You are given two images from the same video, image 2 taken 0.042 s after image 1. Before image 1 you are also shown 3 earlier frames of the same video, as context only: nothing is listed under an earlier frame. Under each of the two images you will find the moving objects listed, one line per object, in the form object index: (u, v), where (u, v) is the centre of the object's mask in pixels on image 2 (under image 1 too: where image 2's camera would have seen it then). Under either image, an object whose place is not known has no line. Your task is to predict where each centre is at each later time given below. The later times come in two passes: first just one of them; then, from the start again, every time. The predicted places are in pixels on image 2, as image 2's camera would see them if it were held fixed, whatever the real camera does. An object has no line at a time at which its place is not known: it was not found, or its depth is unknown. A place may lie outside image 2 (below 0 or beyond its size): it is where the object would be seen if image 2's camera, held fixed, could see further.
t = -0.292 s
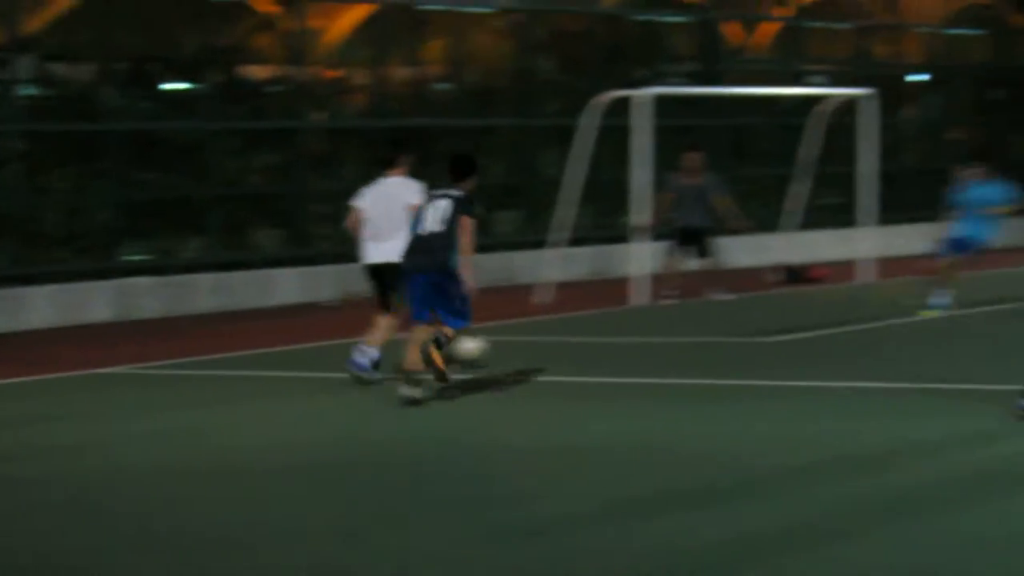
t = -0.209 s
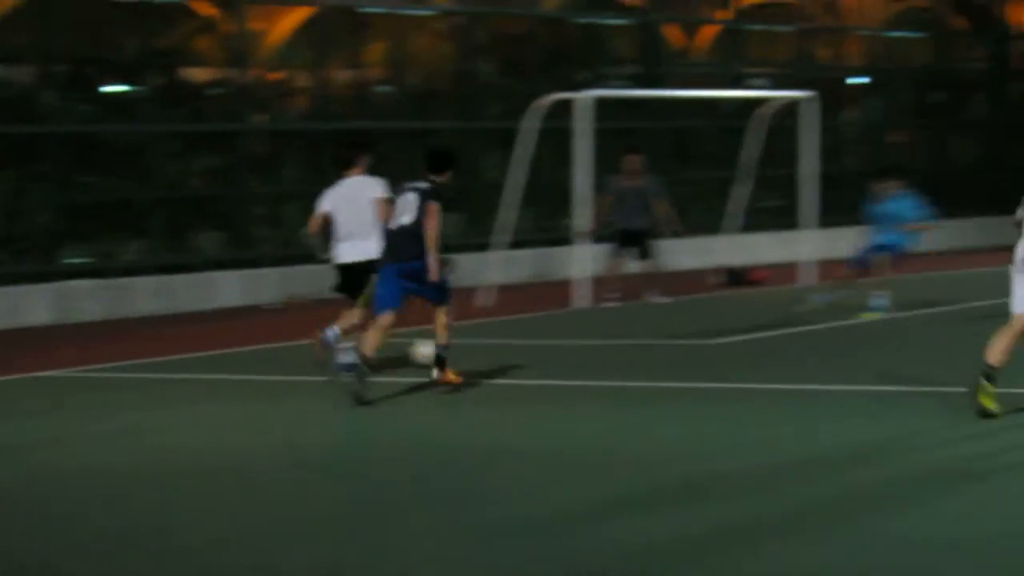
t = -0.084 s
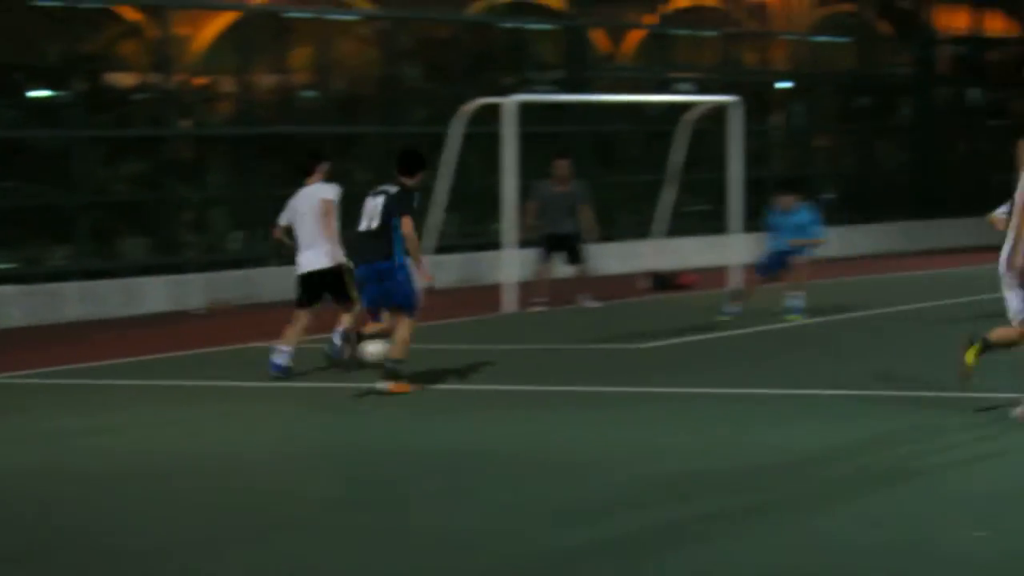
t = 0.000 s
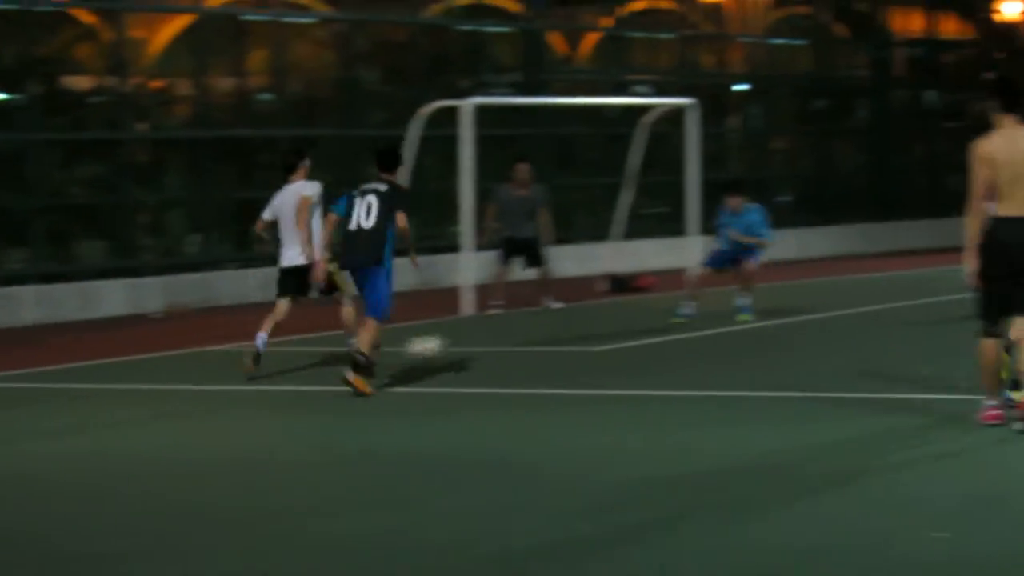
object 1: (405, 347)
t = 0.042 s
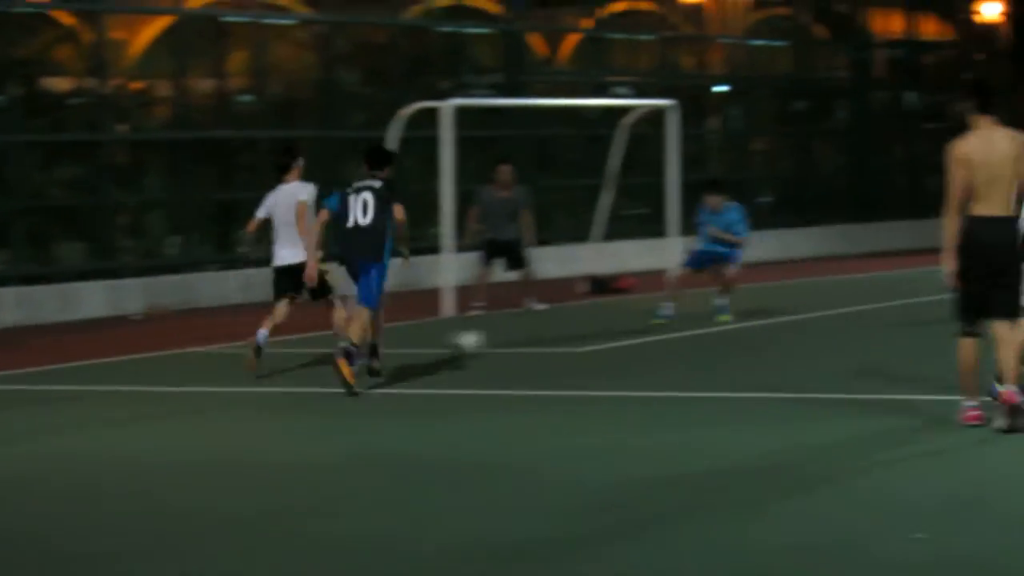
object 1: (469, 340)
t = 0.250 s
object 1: (710, 320)
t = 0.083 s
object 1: (520, 337)
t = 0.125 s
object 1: (572, 334)
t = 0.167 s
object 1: (620, 329)
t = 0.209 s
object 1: (667, 326)
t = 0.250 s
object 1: (710, 320)
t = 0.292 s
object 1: (749, 319)
